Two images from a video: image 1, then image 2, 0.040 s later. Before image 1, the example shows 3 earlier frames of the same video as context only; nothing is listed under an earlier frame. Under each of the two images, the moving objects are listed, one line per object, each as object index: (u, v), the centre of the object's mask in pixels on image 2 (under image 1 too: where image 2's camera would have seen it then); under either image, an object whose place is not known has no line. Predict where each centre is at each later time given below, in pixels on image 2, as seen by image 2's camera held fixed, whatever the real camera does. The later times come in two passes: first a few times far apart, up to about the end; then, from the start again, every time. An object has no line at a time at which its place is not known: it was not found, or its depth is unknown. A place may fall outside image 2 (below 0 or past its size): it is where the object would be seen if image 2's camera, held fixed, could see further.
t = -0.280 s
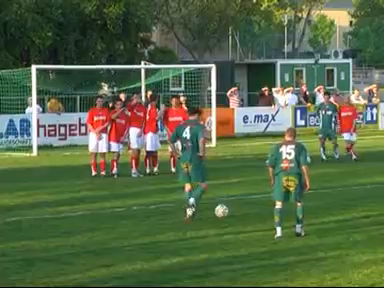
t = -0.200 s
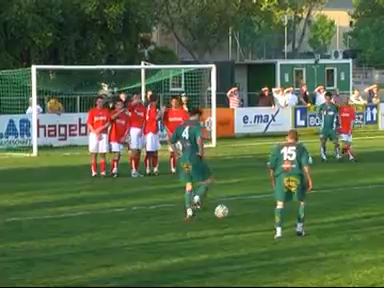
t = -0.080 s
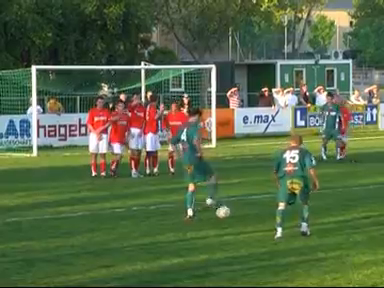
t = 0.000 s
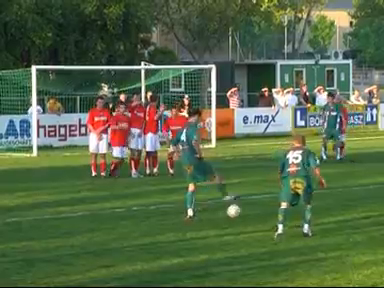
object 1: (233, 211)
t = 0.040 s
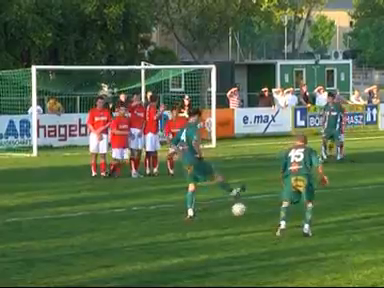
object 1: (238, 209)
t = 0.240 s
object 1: (262, 209)
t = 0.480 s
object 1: (286, 208)
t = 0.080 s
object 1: (243, 208)
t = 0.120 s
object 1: (248, 208)
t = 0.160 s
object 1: (253, 208)
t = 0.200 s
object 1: (258, 210)
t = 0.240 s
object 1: (262, 209)
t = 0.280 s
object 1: (266, 208)
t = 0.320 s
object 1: (270, 207)
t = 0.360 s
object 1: (275, 208)
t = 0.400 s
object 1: (279, 209)
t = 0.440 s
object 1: (282, 208)
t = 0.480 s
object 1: (286, 208)
